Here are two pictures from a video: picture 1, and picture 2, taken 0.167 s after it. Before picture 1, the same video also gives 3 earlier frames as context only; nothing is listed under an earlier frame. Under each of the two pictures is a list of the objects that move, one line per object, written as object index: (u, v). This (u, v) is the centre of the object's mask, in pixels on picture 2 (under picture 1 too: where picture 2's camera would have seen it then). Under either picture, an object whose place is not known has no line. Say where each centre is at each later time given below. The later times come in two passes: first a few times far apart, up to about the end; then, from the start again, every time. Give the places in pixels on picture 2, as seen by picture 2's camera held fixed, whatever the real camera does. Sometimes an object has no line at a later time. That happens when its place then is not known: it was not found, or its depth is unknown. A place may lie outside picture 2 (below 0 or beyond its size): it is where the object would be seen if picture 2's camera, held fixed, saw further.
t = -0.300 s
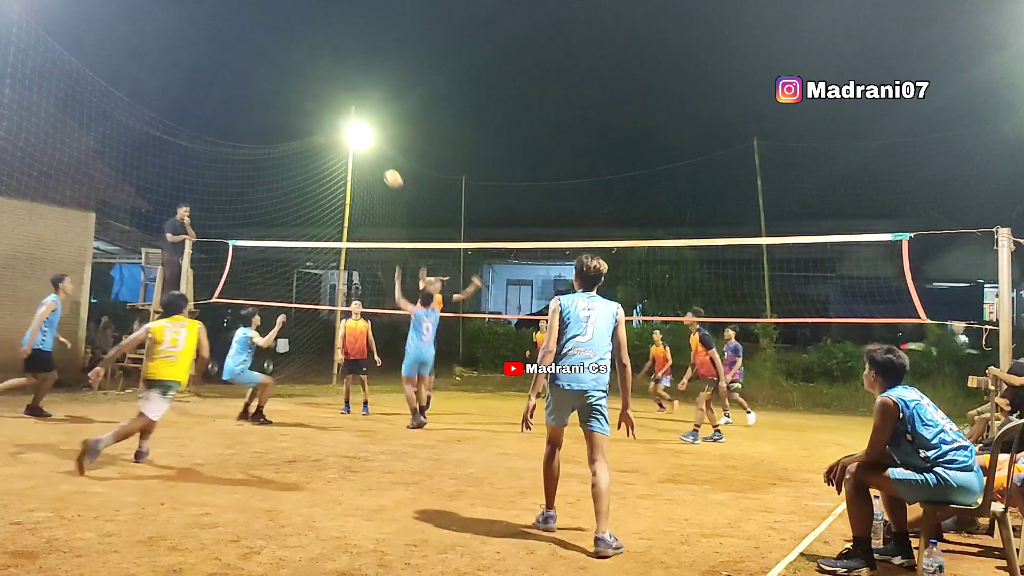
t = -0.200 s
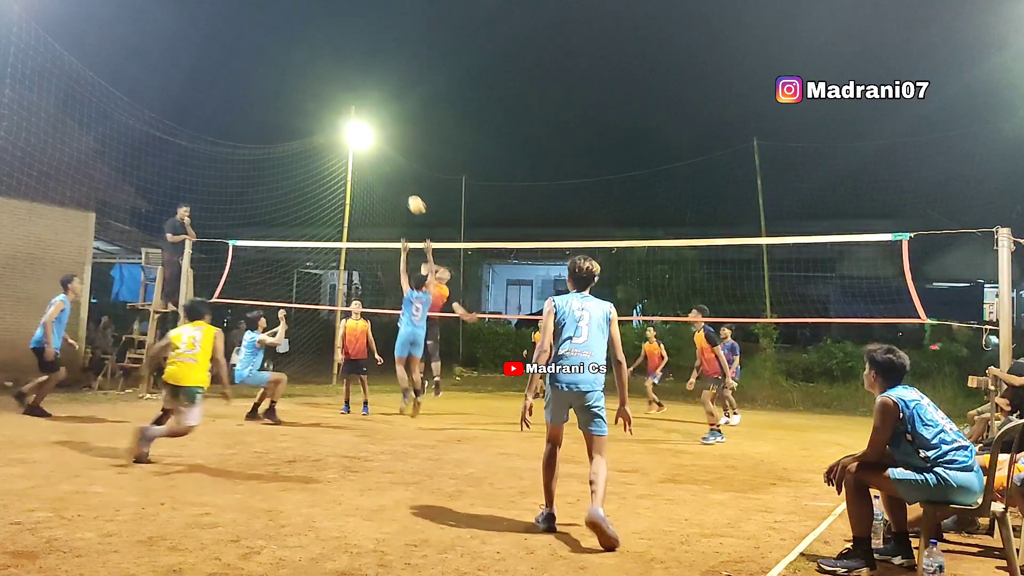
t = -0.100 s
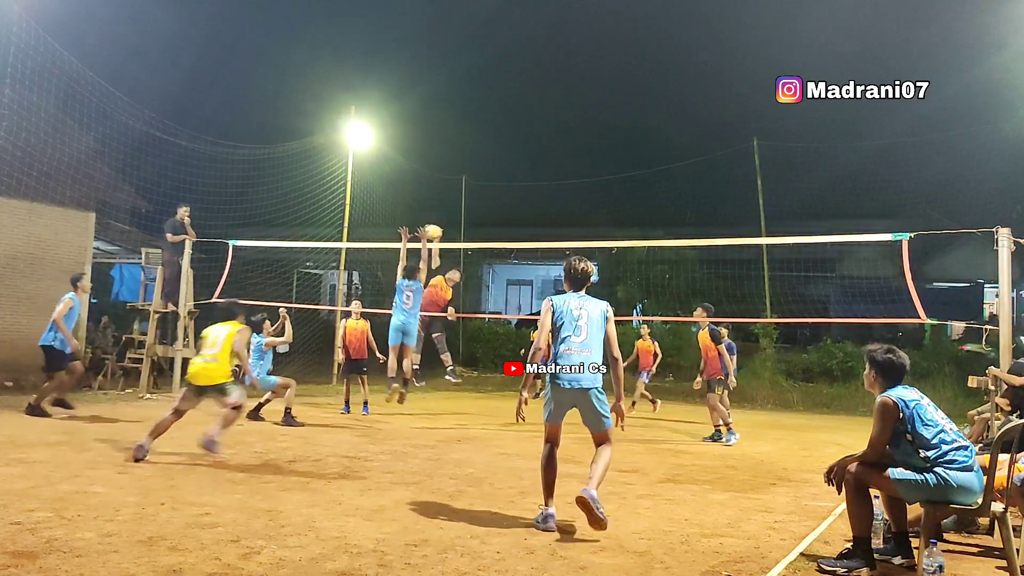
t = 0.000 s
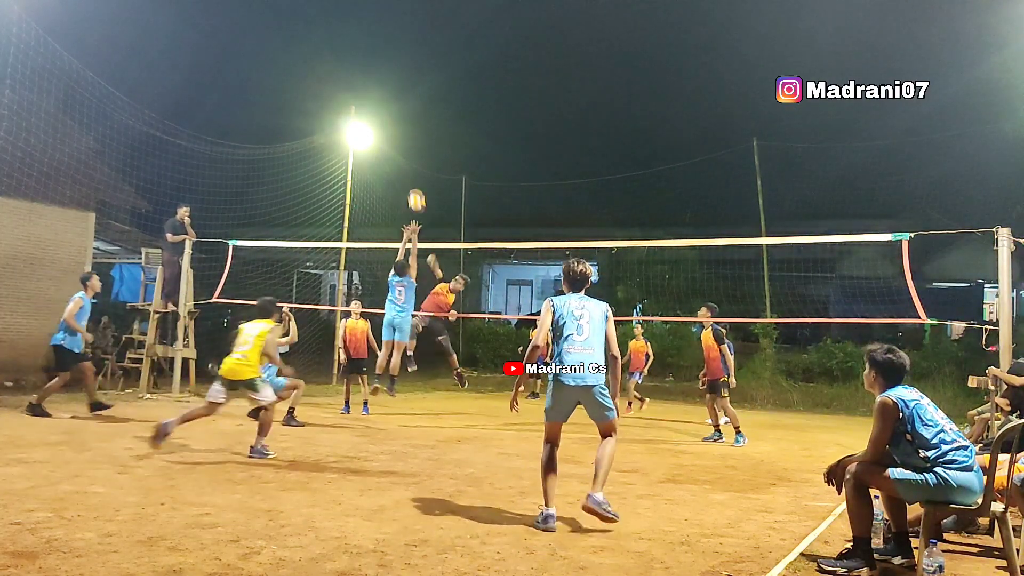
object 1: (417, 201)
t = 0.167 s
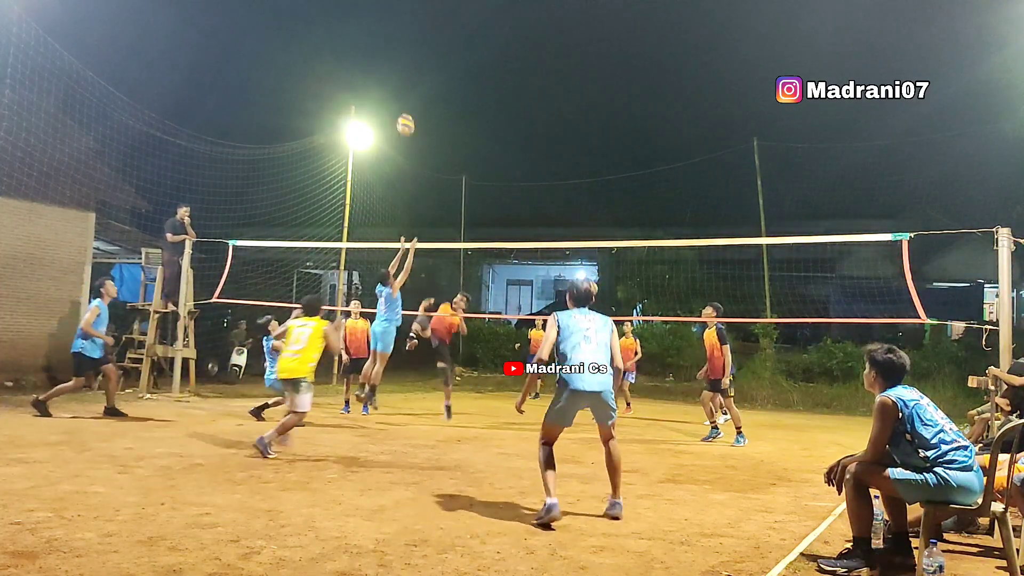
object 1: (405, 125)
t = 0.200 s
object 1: (403, 112)
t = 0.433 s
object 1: (386, 45)
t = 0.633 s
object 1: (370, 20)
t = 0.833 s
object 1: (353, 24)
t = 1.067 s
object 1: (329, 66)
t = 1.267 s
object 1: (307, 136)
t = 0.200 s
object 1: (403, 112)
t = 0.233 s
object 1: (401, 100)
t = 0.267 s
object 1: (398, 88)
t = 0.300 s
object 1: (396, 79)
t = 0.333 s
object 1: (394, 69)
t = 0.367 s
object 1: (391, 60)
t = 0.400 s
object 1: (389, 52)
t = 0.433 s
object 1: (386, 45)
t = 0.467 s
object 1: (384, 39)
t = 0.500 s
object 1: (381, 34)
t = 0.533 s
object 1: (378, 29)
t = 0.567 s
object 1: (376, 25)
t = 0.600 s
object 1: (374, 22)
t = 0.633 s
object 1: (370, 20)
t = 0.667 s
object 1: (367, 18)
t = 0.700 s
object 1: (365, 18)
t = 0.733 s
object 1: (362, 18)
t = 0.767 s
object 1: (359, 19)
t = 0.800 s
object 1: (356, 21)
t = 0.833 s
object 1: (353, 24)
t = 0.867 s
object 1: (349, 27)
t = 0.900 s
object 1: (346, 32)
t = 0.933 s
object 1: (343, 37)
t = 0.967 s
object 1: (339, 42)
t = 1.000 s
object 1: (336, 50)
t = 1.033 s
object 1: (333, 57)
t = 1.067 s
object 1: (329, 66)
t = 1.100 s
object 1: (326, 75)
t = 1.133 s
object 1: (322, 86)
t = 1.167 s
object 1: (318, 97)
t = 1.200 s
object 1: (314, 109)
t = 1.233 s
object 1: (310, 122)
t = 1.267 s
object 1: (307, 136)
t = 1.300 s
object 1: (302, 151)
